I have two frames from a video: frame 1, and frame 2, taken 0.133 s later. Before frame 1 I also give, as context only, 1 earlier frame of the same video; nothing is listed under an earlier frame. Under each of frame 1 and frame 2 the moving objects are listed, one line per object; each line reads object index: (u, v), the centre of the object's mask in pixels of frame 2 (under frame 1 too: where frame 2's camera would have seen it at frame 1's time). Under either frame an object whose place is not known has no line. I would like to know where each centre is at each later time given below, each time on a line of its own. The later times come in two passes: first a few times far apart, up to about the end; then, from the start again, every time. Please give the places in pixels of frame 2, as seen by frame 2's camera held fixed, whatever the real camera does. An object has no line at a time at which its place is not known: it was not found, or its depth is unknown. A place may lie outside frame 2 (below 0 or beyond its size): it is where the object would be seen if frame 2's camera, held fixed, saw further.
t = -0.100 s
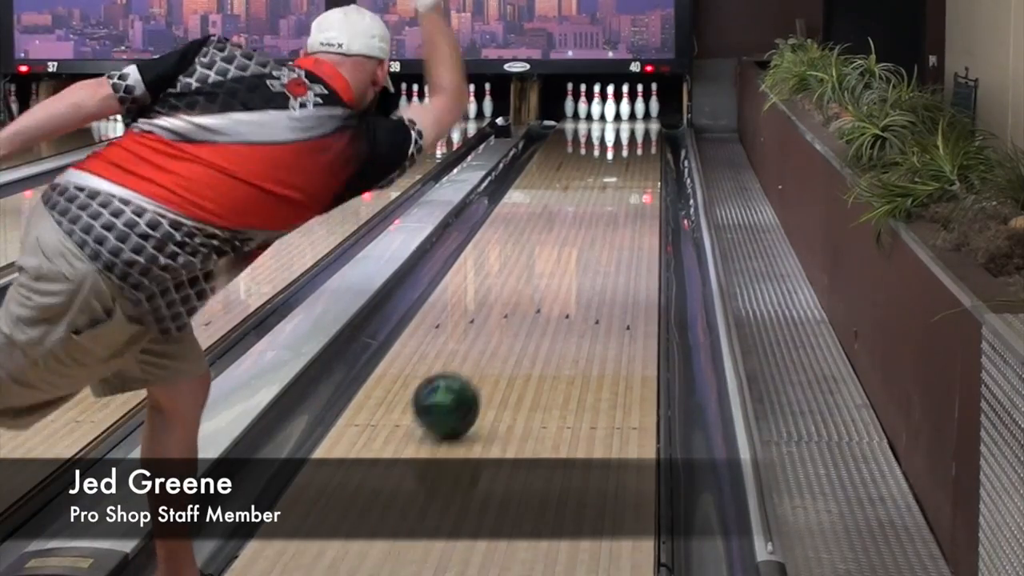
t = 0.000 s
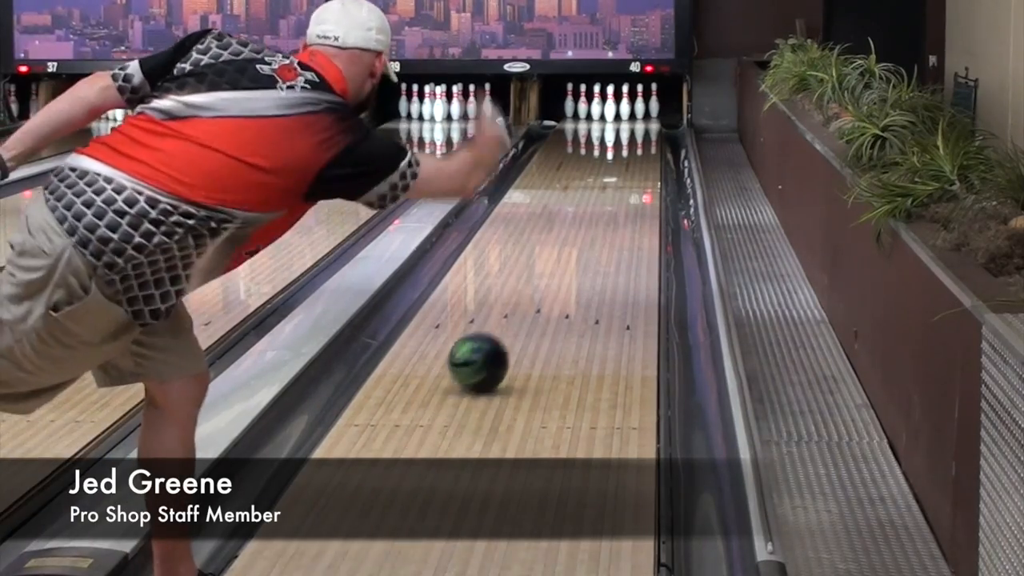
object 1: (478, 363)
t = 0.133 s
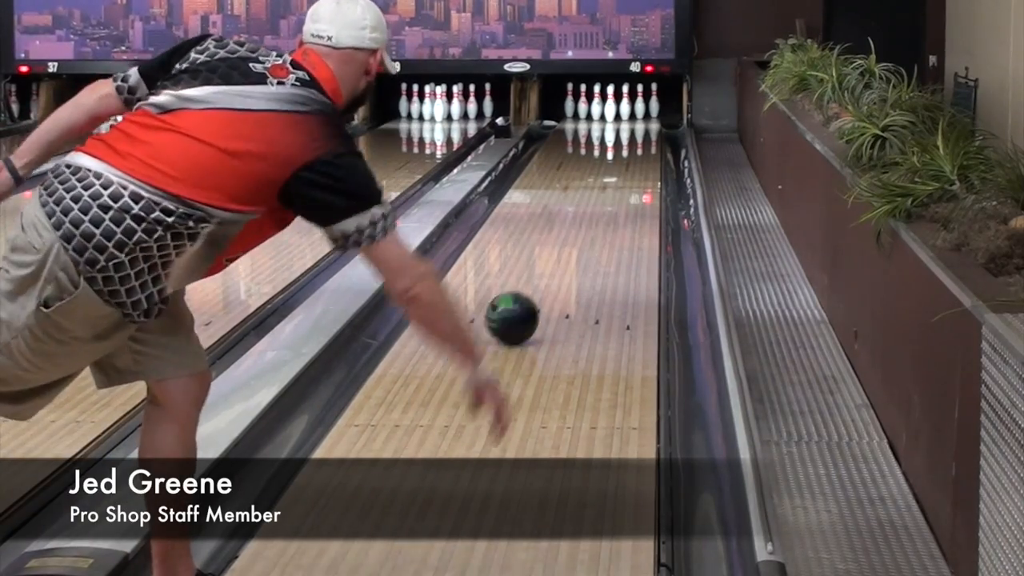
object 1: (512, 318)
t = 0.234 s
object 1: (532, 291)
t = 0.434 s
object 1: (562, 249)
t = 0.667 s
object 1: (586, 212)
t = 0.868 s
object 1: (602, 188)
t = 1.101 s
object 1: (614, 166)
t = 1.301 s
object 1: (623, 150)
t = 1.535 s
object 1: (626, 136)
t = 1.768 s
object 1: (624, 125)
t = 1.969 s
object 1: (618, 116)
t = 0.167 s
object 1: (519, 309)
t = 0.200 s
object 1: (525, 300)
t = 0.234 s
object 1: (532, 291)
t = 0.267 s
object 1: (537, 283)
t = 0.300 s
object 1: (543, 276)
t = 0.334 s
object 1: (548, 269)
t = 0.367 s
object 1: (553, 262)
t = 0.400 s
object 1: (558, 256)
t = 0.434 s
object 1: (562, 249)
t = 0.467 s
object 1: (566, 243)
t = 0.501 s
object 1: (570, 237)
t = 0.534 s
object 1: (574, 231)
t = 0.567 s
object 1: (577, 227)
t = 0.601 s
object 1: (580, 221)
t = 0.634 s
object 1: (584, 216)
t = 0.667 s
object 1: (586, 212)
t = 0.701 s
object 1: (589, 207)
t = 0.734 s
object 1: (592, 204)
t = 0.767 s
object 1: (595, 199)
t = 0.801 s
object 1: (597, 195)
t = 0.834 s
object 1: (600, 191)
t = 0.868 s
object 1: (602, 188)
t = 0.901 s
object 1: (604, 185)
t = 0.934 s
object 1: (606, 181)
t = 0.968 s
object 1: (608, 179)
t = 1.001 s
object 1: (610, 175)
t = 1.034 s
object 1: (612, 172)
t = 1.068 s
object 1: (614, 169)
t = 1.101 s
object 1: (614, 166)
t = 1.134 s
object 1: (617, 163)
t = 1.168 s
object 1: (619, 161)
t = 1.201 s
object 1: (619, 158)
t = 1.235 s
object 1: (621, 155)
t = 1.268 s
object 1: (622, 152)
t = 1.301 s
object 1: (623, 150)
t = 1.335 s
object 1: (624, 148)
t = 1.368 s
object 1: (625, 146)
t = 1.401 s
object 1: (625, 144)
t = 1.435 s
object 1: (625, 142)
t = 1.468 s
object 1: (625, 140)
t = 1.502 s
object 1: (626, 139)
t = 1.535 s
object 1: (626, 136)
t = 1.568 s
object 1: (626, 135)
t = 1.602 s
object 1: (627, 133)
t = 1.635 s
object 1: (626, 131)
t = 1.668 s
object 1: (626, 129)
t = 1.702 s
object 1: (625, 129)
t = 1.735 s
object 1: (625, 127)
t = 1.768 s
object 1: (624, 125)
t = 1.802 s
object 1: (624, 123)
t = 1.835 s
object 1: (623, 122)
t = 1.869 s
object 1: (622, 120)
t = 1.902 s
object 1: (620, 119)
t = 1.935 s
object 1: (619, 117)
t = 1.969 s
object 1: (618, 116)
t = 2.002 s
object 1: (616, 115)
